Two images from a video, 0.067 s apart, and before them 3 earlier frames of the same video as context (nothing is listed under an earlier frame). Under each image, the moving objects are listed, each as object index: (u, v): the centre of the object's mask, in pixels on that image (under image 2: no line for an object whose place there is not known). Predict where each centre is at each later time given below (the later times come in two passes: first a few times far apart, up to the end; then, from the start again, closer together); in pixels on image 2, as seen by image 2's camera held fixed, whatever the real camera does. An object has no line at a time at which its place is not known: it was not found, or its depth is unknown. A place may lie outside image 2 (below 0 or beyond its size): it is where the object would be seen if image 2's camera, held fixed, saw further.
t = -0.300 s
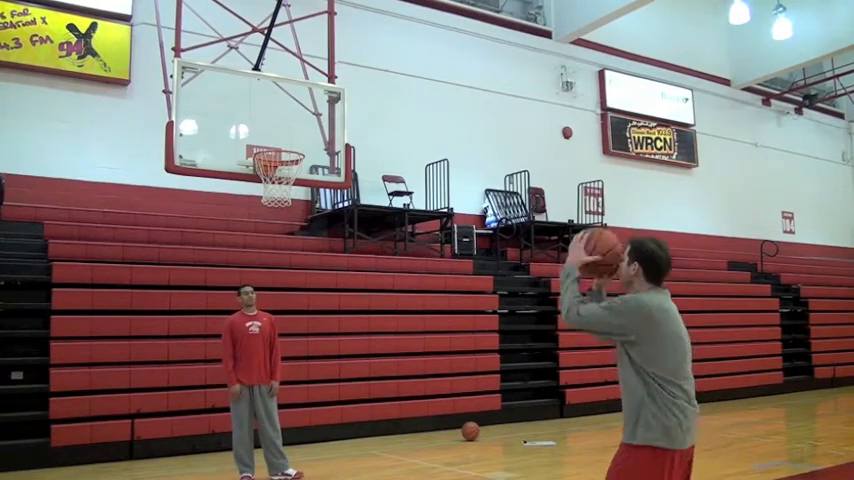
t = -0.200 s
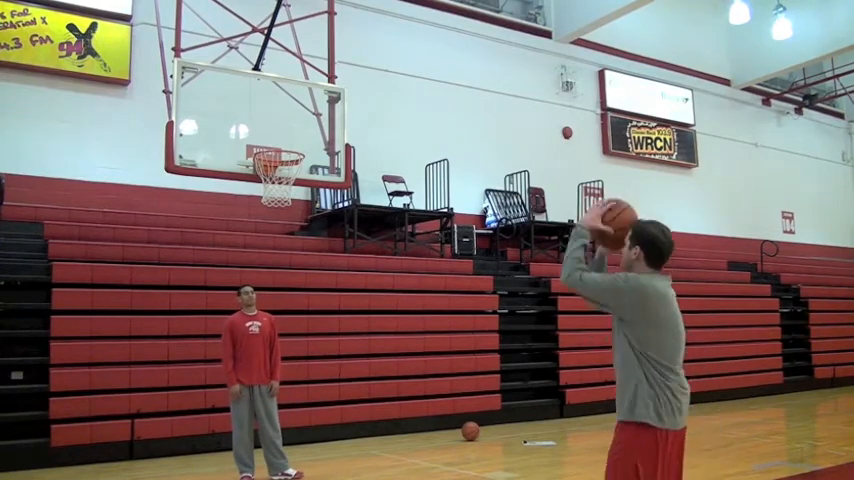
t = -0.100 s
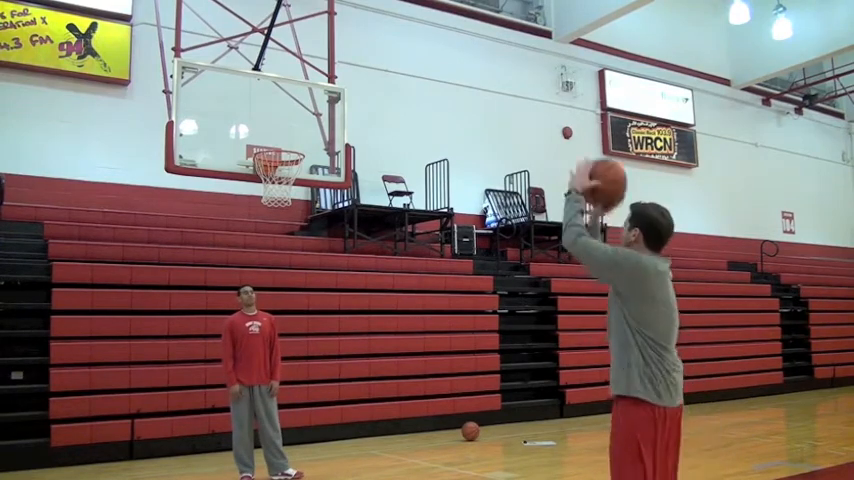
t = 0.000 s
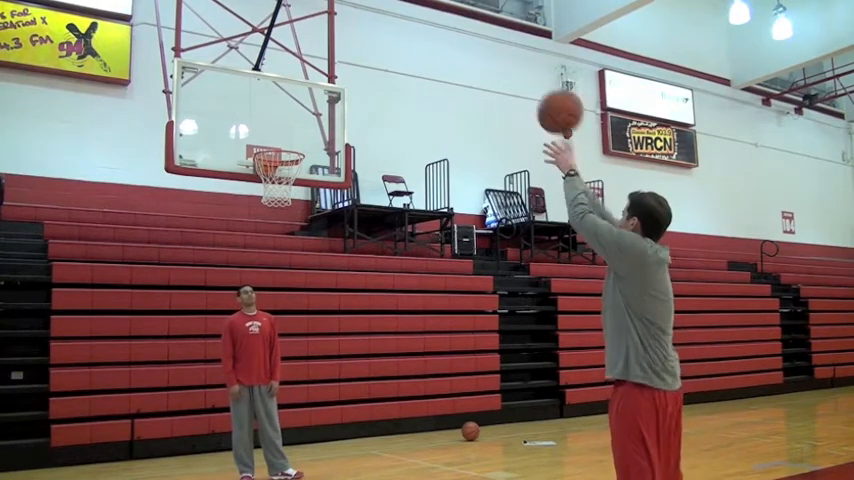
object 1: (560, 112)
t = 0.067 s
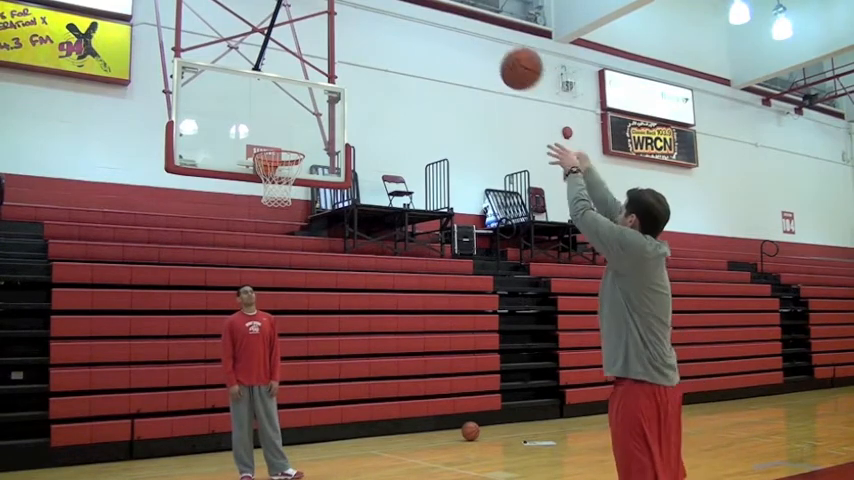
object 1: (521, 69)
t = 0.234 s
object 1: (445, 12)
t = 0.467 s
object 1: (370, 9)
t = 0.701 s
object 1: (314, 57)
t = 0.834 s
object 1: (288, 108)
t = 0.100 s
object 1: (504, 51)
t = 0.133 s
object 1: (487, 37)
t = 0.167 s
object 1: (472, 25)
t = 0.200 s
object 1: (458, 16)
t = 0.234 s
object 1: (445, 12)
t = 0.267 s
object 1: (432, 9)
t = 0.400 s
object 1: (389, 6)
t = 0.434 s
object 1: (379, 7)
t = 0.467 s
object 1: (370, 9)
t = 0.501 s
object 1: (360, 11)
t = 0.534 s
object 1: (352, 15)
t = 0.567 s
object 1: (344, 21)
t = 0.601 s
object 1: (336, 29)
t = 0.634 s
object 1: (328, 37)
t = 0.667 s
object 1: (321, 47)
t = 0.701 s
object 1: (314, 57)
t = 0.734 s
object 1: (307, 69)
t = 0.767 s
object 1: (300, 81)
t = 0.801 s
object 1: (294, 94)
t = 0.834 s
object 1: (288, 108)
